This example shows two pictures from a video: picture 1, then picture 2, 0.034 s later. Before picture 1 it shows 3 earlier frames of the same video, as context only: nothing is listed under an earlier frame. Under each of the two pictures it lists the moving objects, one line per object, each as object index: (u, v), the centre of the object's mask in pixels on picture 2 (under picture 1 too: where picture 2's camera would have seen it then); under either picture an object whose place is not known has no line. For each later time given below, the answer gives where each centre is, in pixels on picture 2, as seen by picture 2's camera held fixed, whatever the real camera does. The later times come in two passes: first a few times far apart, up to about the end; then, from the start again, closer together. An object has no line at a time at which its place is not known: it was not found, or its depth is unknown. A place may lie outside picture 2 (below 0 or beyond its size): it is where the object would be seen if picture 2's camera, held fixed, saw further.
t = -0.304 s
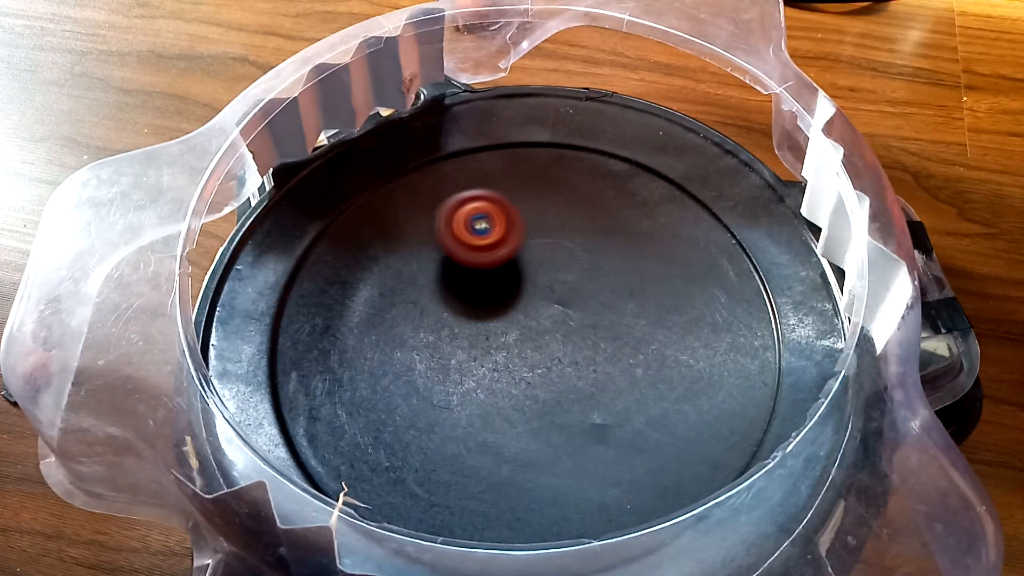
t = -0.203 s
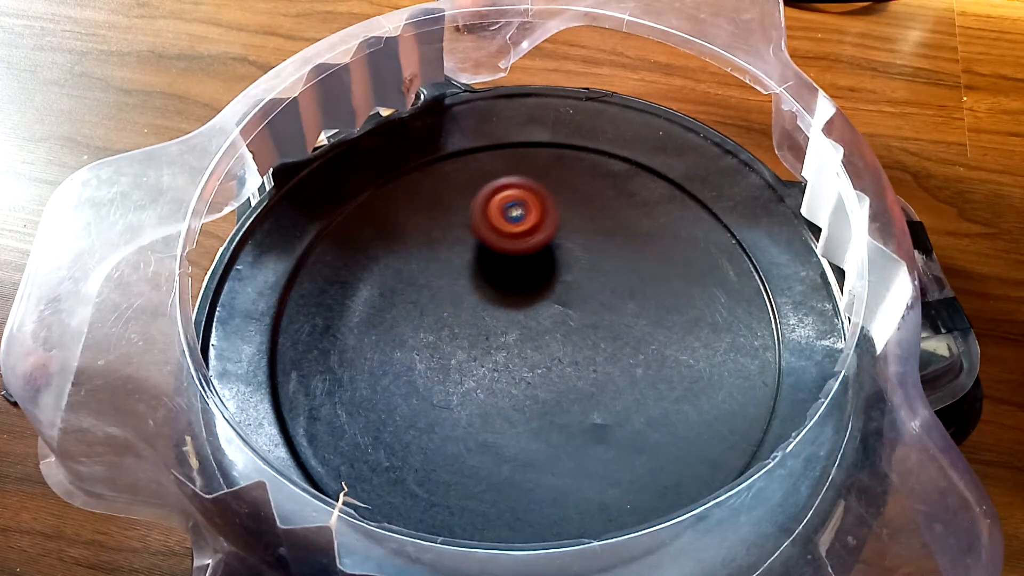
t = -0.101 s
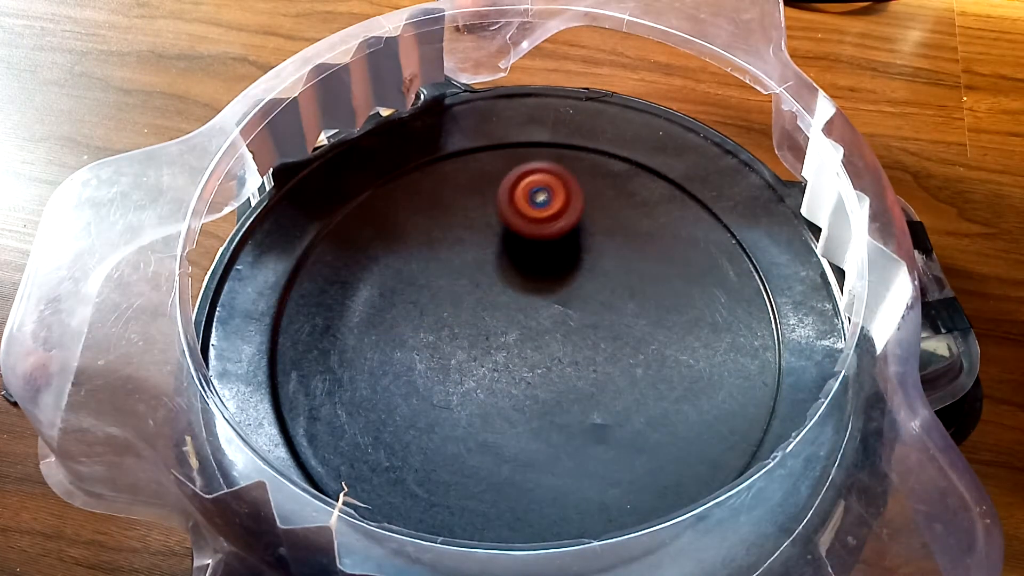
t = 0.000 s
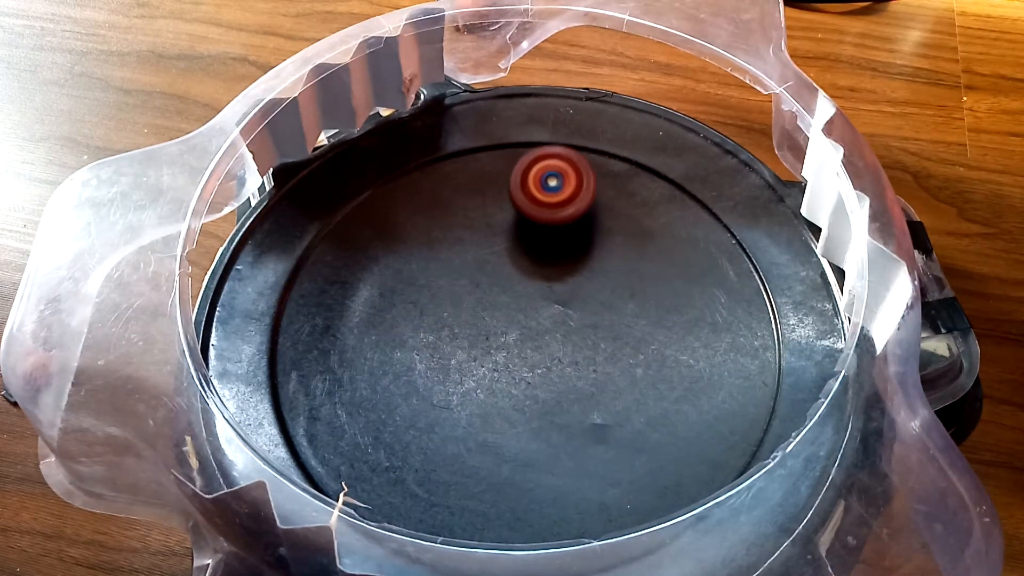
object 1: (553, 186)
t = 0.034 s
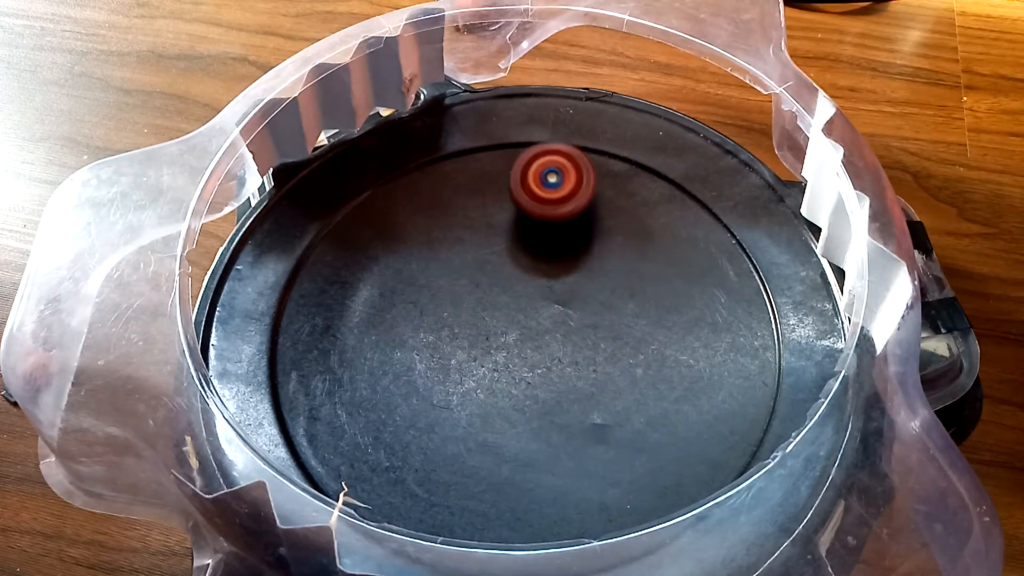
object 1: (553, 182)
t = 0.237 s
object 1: (548, 210)
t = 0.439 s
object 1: (611, 266)
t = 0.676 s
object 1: (672, 268)
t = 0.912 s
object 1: (646, 300)
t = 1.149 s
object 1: (637, 369)
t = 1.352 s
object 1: (633, 399)
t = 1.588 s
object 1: (589, 406)
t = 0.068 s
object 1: (550, 180)
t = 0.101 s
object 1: (547, 180)
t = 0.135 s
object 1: (543, 183)
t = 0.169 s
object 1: (542, 190)
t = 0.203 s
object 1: (543, 199)
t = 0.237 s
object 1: (548, 210)
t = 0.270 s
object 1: (555, 222)
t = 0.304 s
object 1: (564, 233)
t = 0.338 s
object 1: (575, 243)
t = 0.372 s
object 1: (586, 252)
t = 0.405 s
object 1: (599, 260)
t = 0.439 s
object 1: (611, 266)
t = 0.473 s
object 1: (623, 270)
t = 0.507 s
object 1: (636, 272)
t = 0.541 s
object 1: (646, 273)
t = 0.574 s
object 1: (654, 273)
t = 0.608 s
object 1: (662, 271)
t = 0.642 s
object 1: (668, 269)
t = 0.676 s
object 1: (672, 268)
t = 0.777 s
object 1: (668, 271)
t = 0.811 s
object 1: (663, 276)
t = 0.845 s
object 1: (657, 282)
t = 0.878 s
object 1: (651, 290)
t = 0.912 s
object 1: (646, 300)
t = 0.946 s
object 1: (642, 310)
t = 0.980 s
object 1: (639, 321)
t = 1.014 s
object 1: (636, 331)
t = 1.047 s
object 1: (635, 341)
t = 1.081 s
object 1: (635, 351)
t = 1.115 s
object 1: (636, 360)
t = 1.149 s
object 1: (637, 369)
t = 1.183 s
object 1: (638, 376)
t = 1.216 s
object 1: (639, 382)
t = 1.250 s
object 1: (639, 388)
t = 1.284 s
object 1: (638, 393)
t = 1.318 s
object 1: (636, 396)
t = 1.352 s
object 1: (633, 399)
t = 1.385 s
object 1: (628, 402)
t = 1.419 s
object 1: (622, 404)
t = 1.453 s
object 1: (616, 406)
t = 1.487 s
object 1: (609, 407)
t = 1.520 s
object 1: (603, 408)
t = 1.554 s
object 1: (596, 407)
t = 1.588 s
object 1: (589, 406)
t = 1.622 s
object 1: (581, 404)
